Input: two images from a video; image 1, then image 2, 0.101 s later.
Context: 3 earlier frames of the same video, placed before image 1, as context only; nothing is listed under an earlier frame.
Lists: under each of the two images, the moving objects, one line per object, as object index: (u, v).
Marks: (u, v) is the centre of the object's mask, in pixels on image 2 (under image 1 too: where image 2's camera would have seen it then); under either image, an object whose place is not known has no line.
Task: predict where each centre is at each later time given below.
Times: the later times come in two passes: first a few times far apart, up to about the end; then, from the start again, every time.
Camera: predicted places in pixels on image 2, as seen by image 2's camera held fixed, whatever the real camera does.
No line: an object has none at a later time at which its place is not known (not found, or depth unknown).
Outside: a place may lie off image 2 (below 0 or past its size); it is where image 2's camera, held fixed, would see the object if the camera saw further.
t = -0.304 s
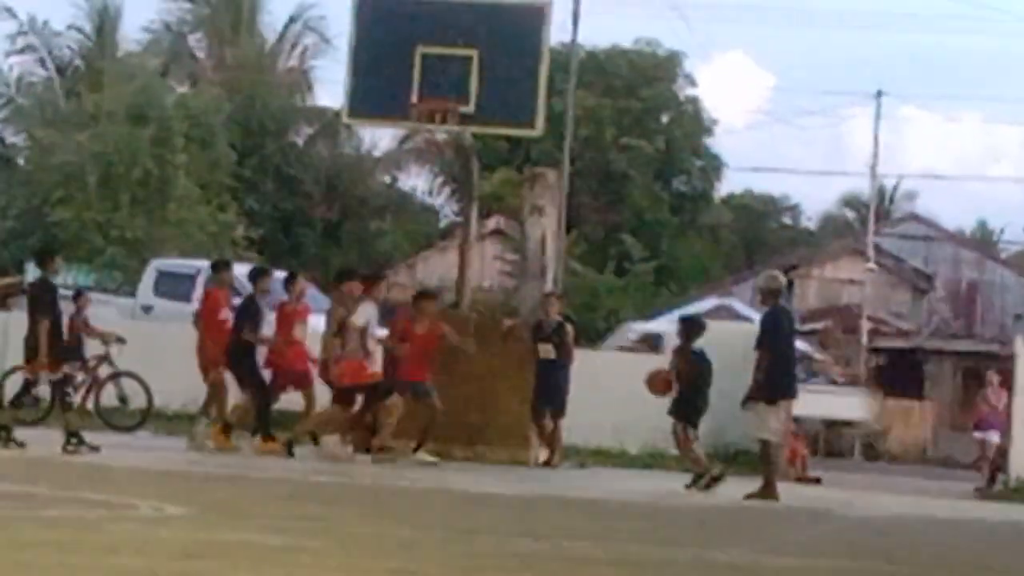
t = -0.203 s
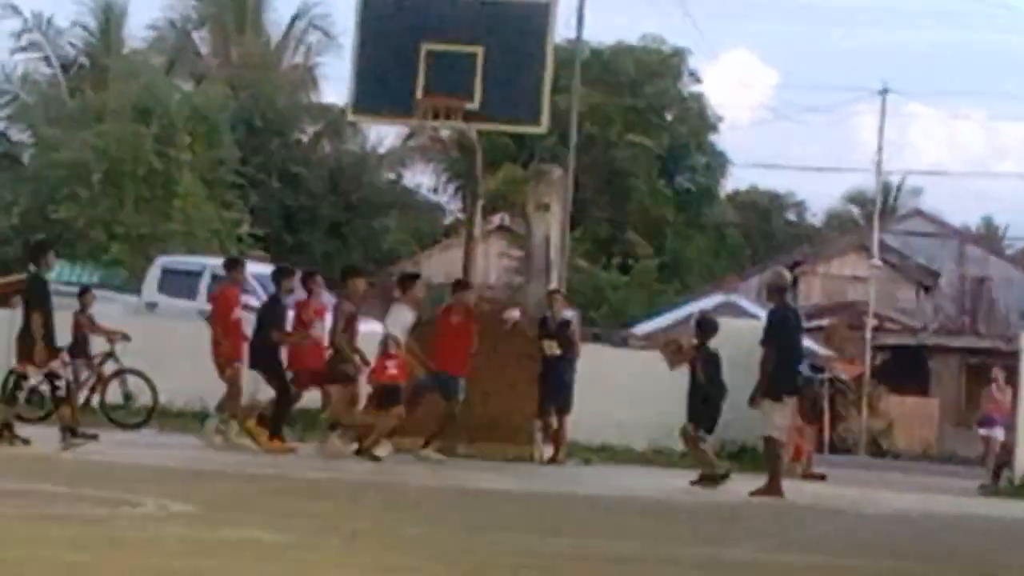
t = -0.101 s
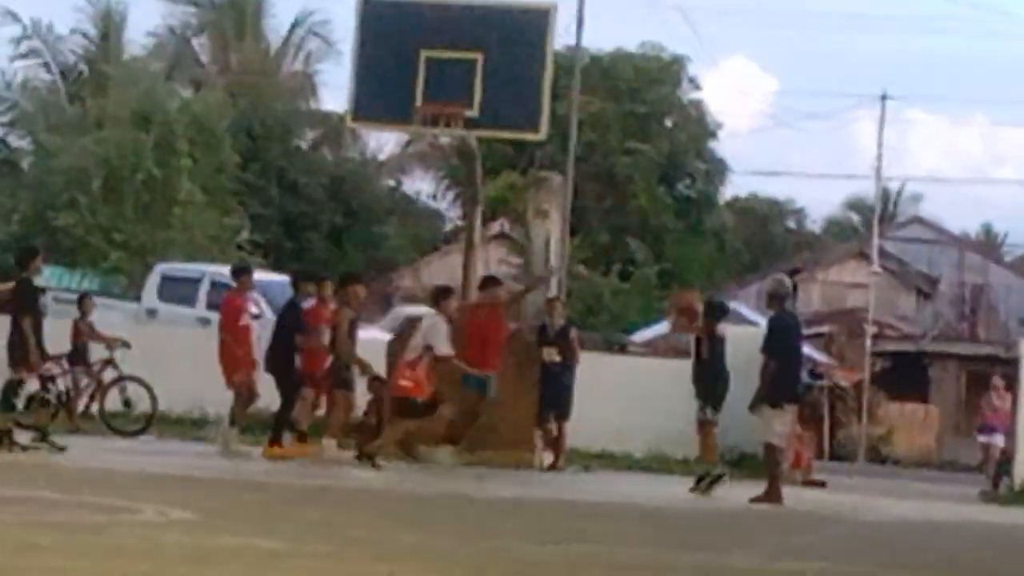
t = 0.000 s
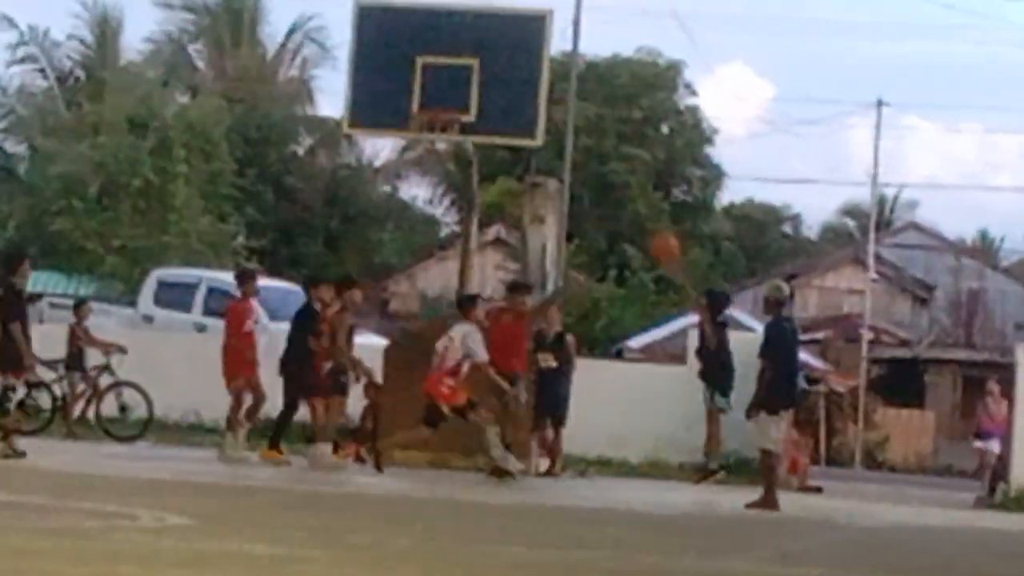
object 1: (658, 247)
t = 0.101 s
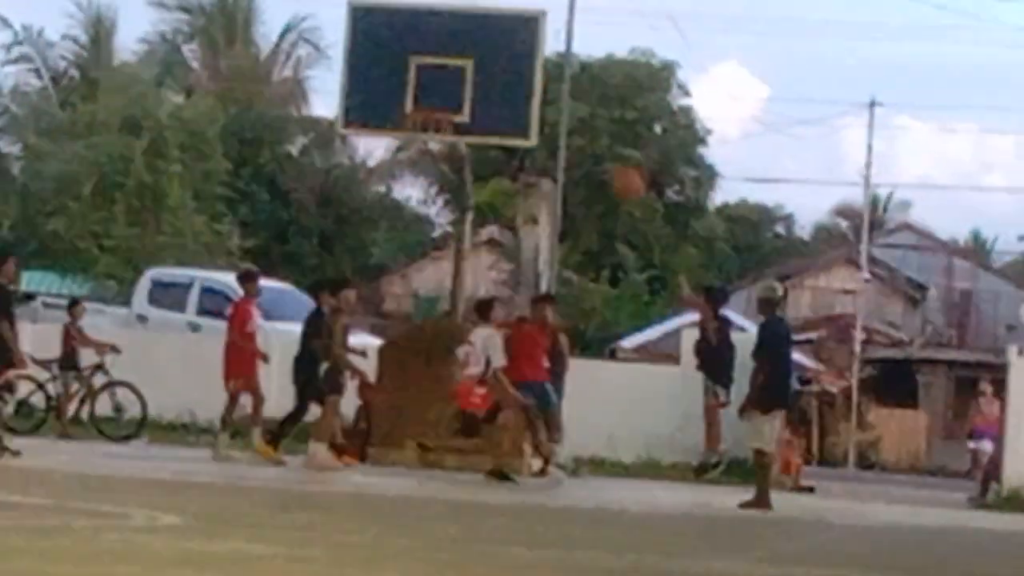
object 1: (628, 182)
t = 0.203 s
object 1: (598, 135)
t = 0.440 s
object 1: (530, 75)
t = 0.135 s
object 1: (620, 163)
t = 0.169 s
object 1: (608, 151)
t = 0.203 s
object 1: (598, 135)
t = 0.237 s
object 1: (588, 123)
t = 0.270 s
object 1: (578, 113)
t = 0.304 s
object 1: (568, 102)
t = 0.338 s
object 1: (558, 90)
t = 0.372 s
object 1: (548, 89)
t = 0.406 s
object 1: (538, 82)
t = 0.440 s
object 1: (530, 75)
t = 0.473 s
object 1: (520, 73)
